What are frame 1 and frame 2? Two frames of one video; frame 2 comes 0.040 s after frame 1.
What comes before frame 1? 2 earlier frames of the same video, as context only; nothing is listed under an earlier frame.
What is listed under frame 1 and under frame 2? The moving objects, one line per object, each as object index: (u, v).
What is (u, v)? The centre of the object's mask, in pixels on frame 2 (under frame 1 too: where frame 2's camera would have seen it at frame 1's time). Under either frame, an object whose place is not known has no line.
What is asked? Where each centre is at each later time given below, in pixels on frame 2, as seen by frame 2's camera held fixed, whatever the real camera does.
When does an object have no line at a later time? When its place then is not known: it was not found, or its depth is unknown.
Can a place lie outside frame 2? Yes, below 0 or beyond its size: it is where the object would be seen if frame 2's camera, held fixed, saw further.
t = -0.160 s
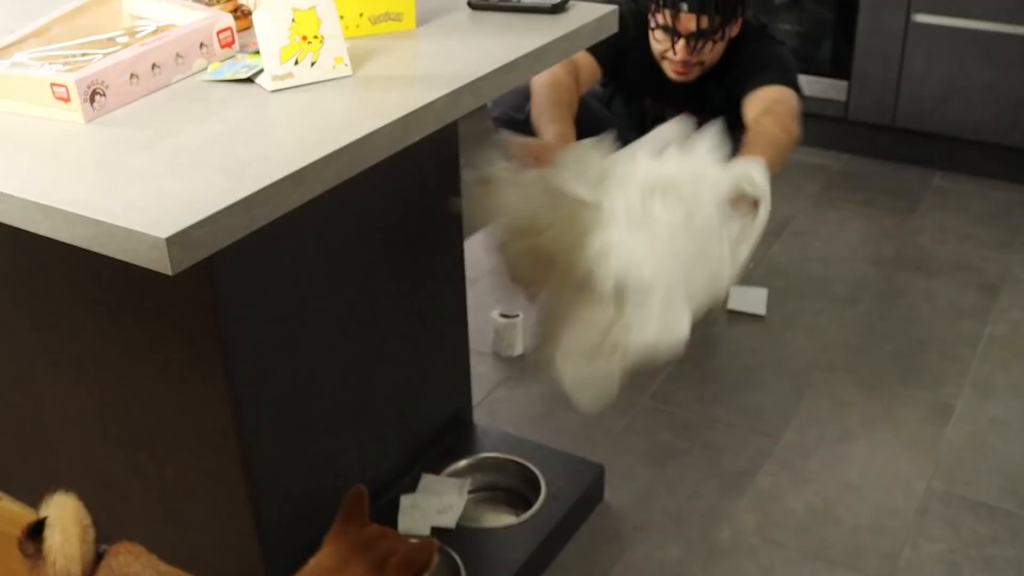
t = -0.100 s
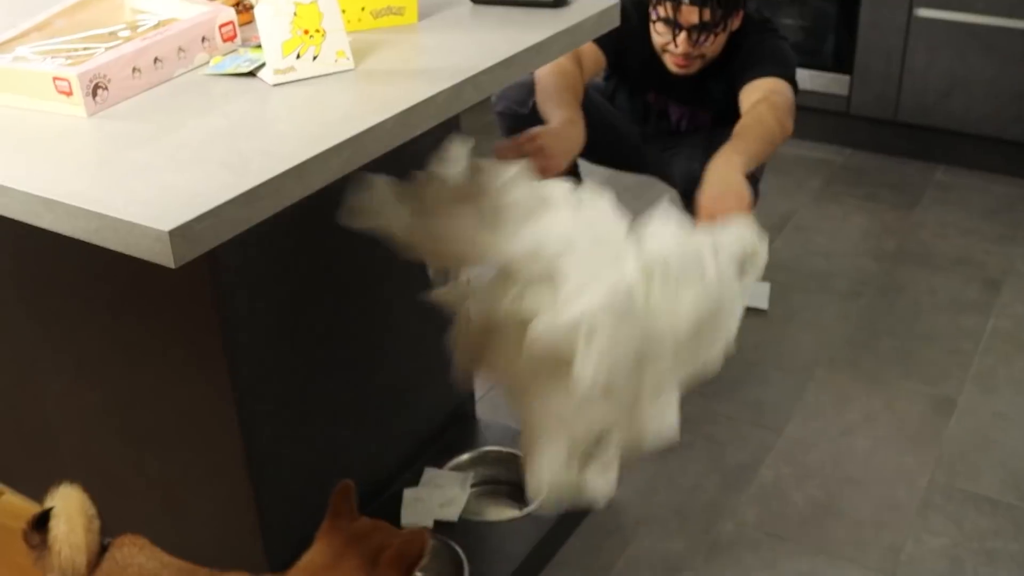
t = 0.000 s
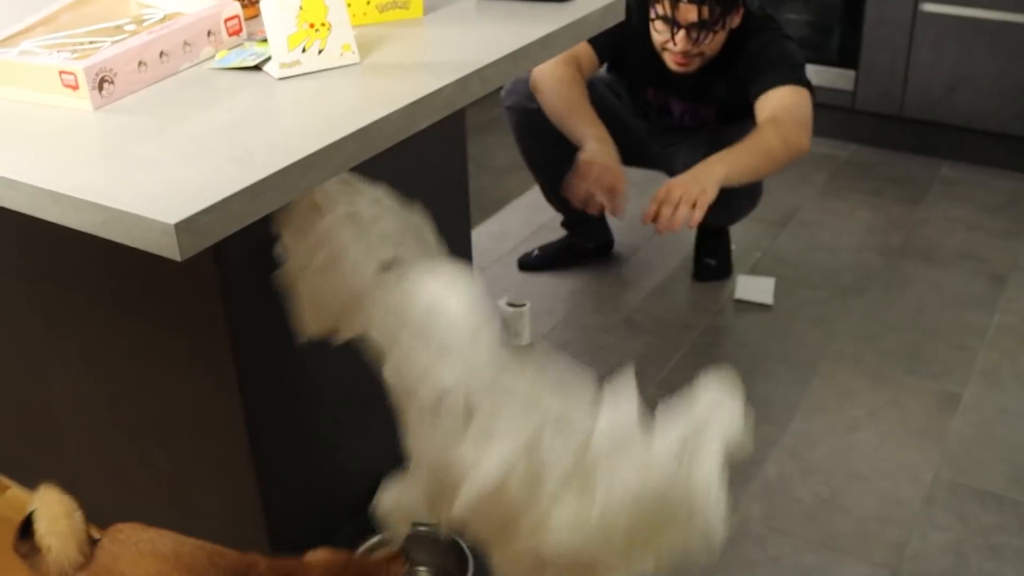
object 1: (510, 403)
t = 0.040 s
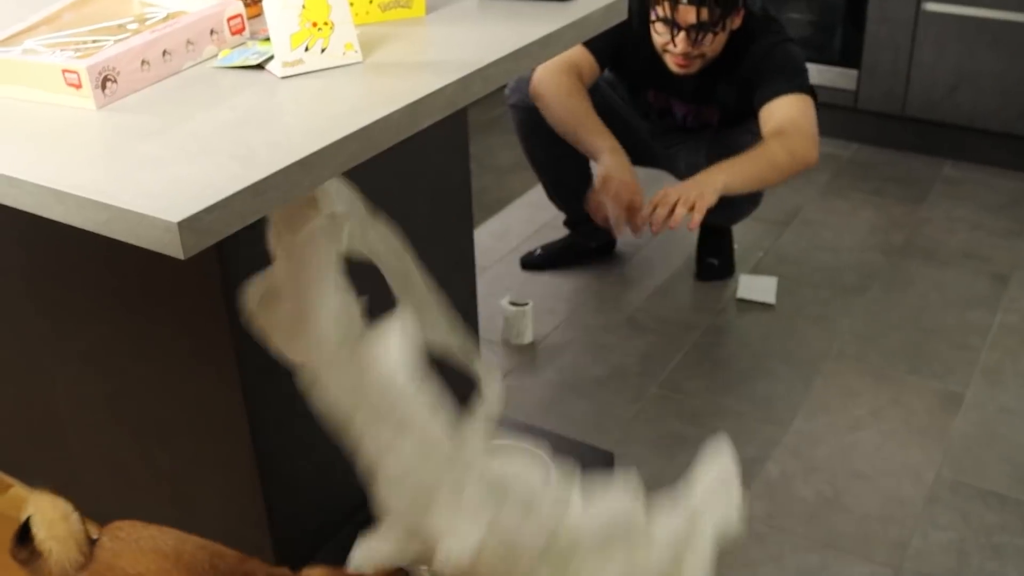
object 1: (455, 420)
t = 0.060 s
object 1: (425, 422)
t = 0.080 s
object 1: (384, 419)
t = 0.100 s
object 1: (342, 425)
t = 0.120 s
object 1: (327, 432)
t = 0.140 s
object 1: (311, 436)
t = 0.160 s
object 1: (299, 444)
